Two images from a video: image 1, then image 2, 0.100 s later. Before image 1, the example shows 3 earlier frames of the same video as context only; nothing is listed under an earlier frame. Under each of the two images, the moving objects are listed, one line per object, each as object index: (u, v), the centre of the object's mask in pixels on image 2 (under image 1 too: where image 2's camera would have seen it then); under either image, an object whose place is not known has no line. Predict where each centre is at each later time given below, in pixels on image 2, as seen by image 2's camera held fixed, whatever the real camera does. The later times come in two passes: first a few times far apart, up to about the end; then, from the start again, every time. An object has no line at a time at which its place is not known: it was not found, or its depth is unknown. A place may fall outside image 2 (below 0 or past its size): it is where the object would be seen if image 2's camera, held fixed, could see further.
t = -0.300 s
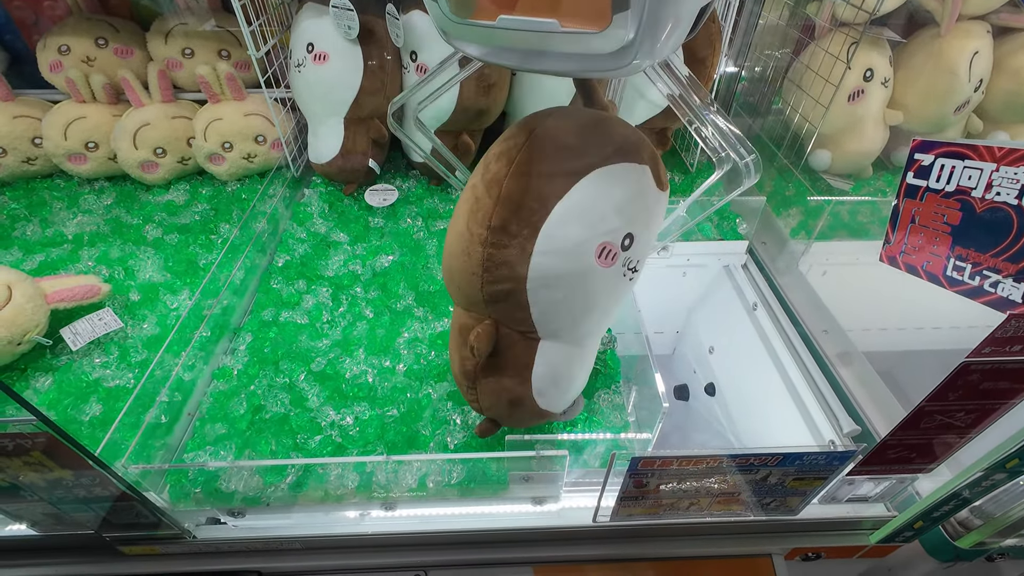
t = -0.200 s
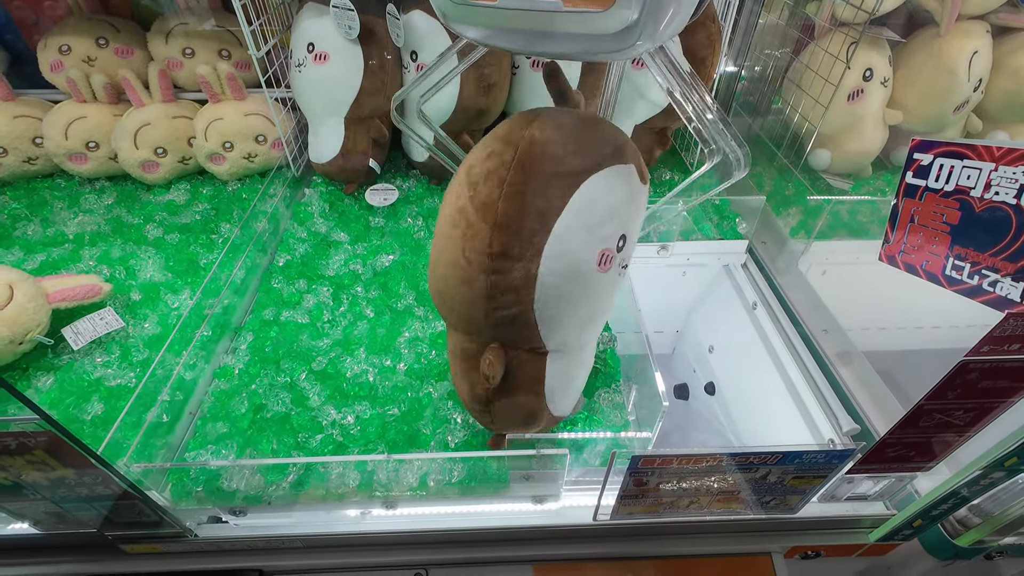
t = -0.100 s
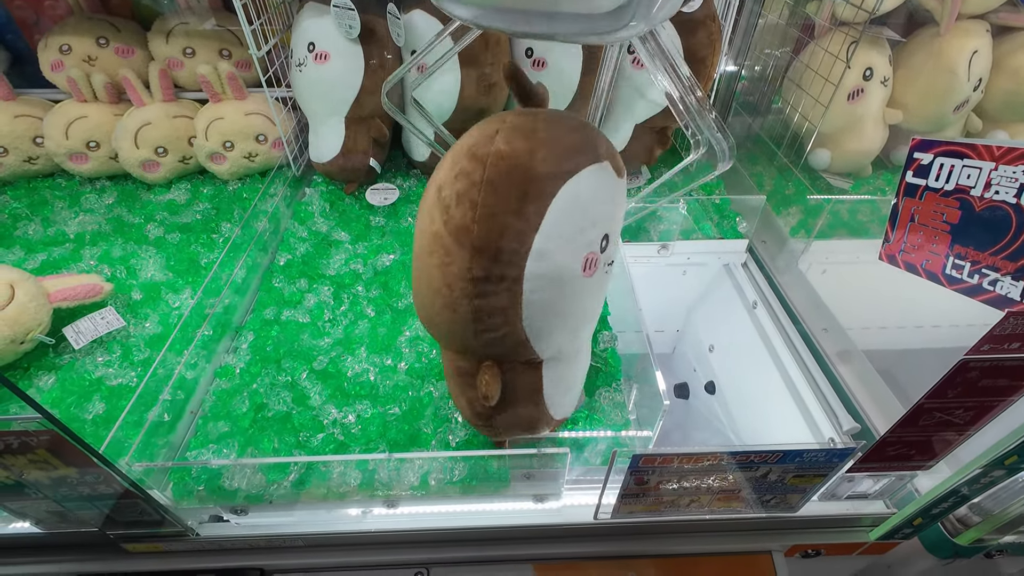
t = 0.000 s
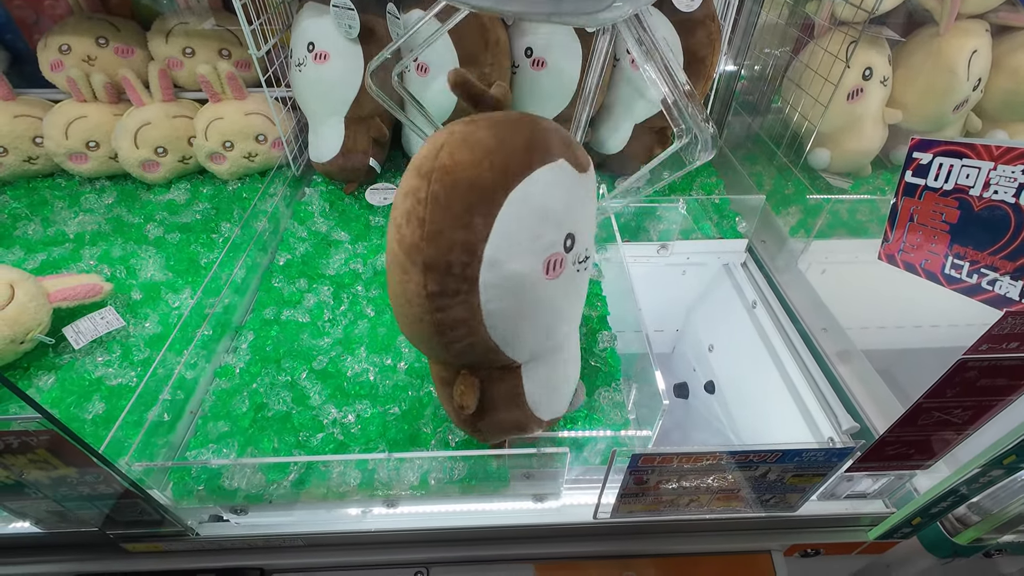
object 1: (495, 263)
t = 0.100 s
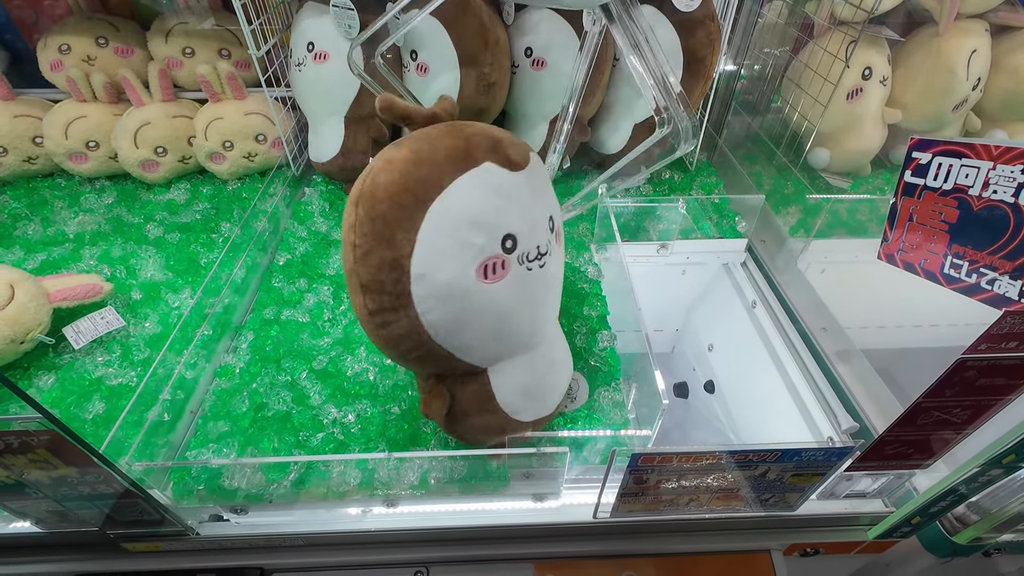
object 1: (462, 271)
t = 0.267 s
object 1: (413, 298)
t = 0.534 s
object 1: (330, 257)
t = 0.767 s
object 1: (368, 289)
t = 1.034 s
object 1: (409, 302)
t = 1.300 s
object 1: (418, 274)
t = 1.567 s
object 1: (446, 279)
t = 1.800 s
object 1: (439, 277)
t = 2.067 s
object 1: (441, 279)
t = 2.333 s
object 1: (439, 277)
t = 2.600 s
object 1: (438, 277)
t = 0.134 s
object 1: (450, 275)
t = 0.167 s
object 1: (439, 280)
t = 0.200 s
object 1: (429, 284)
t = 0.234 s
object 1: (421, 291)
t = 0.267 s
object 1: (413, 298)
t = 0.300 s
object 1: (405, 303)
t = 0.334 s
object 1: (395, 299)
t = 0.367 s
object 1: (383, 289)
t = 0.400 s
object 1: (370, 279)
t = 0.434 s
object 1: (357, 273)
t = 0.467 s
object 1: (345, 266)
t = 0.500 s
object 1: (336, 261)
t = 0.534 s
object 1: (330, 257)
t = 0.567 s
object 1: (328, 257)
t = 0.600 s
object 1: (330, 259)
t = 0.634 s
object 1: (333, 262)
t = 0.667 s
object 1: (340, 267)
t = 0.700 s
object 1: (349, 274)
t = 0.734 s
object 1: (359, 281)
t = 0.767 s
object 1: (368, 289)
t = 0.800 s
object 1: (377, 295)
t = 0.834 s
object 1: (384, 301)
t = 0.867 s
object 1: (390, 306)
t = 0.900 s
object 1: (395, 307)
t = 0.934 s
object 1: (399, 305)
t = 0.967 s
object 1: (403, 304)
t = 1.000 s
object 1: (406, 303)
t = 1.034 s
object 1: (409, 302)
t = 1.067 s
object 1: (411, 301)
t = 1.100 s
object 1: (412, 299)
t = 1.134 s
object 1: (412, 294)
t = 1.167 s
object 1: (412, 289)
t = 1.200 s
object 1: (413, 284)
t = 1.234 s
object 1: (415, 280)
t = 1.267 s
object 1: (416, 276)
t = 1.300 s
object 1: (418, 274)
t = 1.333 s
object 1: (421, 273)
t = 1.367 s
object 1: (425, 274)
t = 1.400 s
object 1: (429, 276)
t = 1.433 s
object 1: (434, 276)
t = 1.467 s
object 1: (439, 279)
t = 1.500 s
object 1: (442, 279)
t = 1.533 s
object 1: (445, 279)
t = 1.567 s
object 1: (446, 279)
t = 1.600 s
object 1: (446, 278)
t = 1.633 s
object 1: (446, 278)
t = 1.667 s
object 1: (445, 278)
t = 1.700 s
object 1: (443, 277)
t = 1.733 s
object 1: (441, 277)
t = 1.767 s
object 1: (440, 276)
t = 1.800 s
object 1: (439, 277)
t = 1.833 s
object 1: (438, 277)
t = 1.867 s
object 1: (438, 277)
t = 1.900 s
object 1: (439, 278)
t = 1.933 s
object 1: (439, 279)
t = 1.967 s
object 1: (440, 279)
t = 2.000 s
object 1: (440, 279)
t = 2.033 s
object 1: (440, 279)
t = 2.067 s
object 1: (441, 279)
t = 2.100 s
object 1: (440, 279)
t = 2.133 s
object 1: (440, 278)
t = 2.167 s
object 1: (440, 278)
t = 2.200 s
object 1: (440, 278)
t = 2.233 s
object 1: (440, 277)
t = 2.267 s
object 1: (440, 277)
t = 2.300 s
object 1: (440, 277)
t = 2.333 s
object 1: (439, 277)
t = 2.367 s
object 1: (439, 277)
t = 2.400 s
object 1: (439, 277)
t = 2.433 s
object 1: (439, 277)
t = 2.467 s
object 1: (439, 277)
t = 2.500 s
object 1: (438, 277)
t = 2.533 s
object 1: (438, 277)
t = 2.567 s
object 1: (438, 277)
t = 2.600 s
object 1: (438, 277)
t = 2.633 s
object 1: (438, 277)
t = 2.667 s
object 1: (438, 277)
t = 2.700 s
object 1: (437, 276)
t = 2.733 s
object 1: (437, 276)
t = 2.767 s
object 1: (437, 276)
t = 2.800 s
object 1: (436, 276)
